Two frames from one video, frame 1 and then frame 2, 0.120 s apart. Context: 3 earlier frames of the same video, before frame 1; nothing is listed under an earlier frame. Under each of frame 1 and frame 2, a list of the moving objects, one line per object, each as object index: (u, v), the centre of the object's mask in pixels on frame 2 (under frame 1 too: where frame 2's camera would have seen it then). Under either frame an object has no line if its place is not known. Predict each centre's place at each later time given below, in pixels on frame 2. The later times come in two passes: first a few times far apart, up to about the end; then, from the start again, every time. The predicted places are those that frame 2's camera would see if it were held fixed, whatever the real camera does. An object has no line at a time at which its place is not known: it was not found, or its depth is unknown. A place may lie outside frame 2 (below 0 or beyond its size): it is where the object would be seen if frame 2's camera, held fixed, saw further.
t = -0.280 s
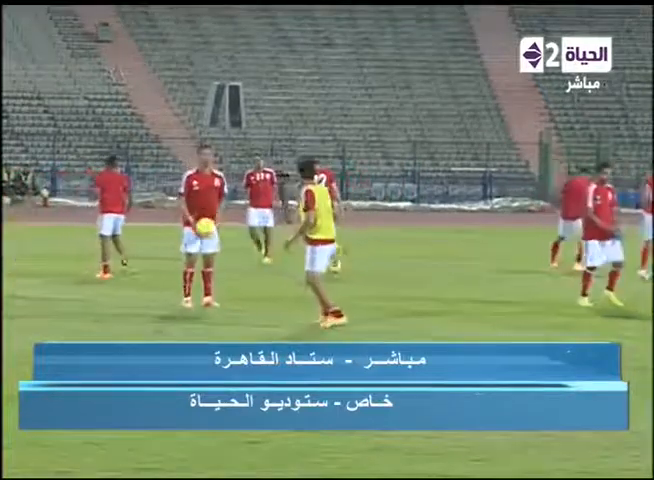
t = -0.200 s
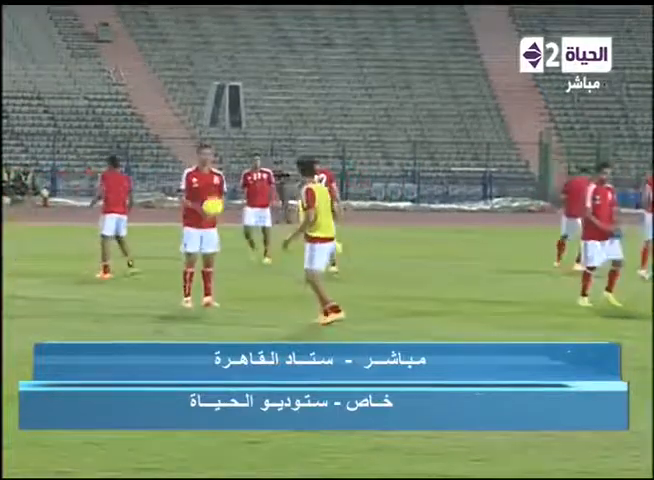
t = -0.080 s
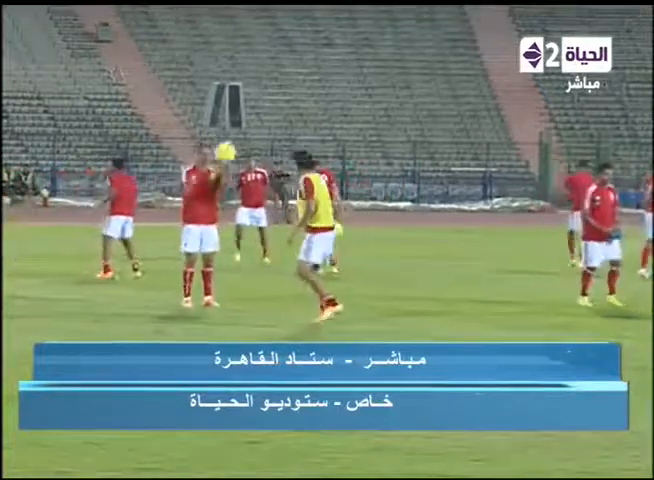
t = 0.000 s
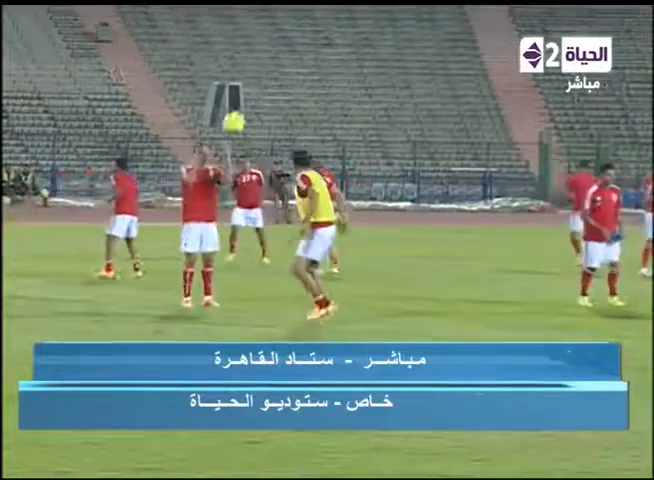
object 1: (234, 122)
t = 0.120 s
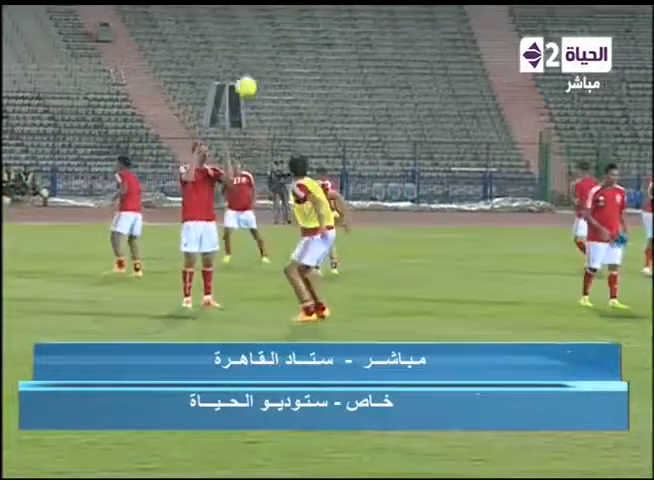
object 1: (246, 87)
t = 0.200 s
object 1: (253, 69)
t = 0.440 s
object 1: (279, 51)
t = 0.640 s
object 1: (299, 74)
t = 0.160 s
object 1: (250, 77)
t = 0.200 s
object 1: (253, 69)
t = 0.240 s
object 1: (257, 63)
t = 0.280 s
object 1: (262, 58)
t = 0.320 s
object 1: (266, 54)
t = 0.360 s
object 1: (270, 52)
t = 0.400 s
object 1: (275, 51)
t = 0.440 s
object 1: (279, 51)
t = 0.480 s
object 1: (283, 53)
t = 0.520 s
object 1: (287, 56)
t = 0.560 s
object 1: (291, 61)
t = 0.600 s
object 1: (295, 67)
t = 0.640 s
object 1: (299, 74)
